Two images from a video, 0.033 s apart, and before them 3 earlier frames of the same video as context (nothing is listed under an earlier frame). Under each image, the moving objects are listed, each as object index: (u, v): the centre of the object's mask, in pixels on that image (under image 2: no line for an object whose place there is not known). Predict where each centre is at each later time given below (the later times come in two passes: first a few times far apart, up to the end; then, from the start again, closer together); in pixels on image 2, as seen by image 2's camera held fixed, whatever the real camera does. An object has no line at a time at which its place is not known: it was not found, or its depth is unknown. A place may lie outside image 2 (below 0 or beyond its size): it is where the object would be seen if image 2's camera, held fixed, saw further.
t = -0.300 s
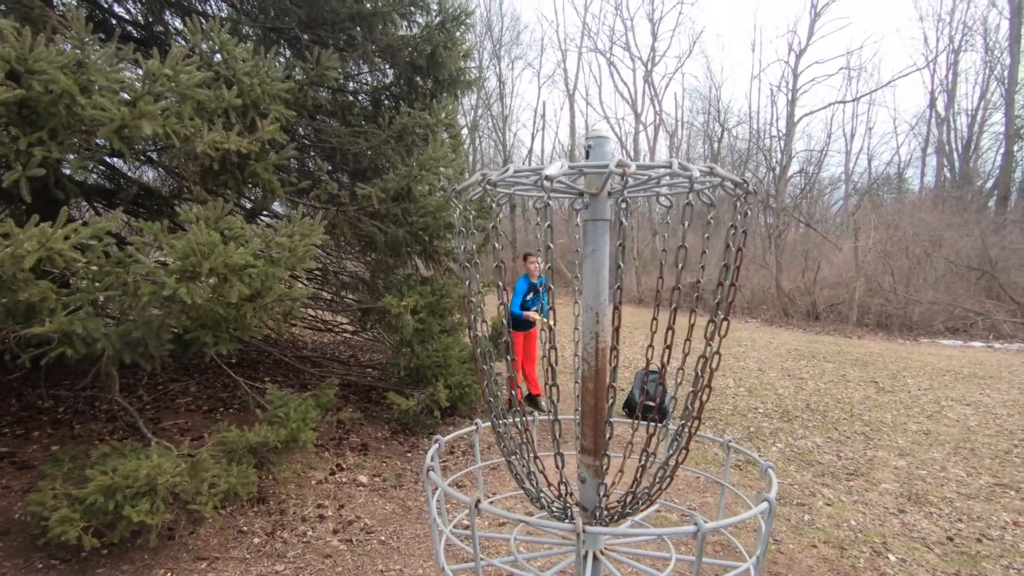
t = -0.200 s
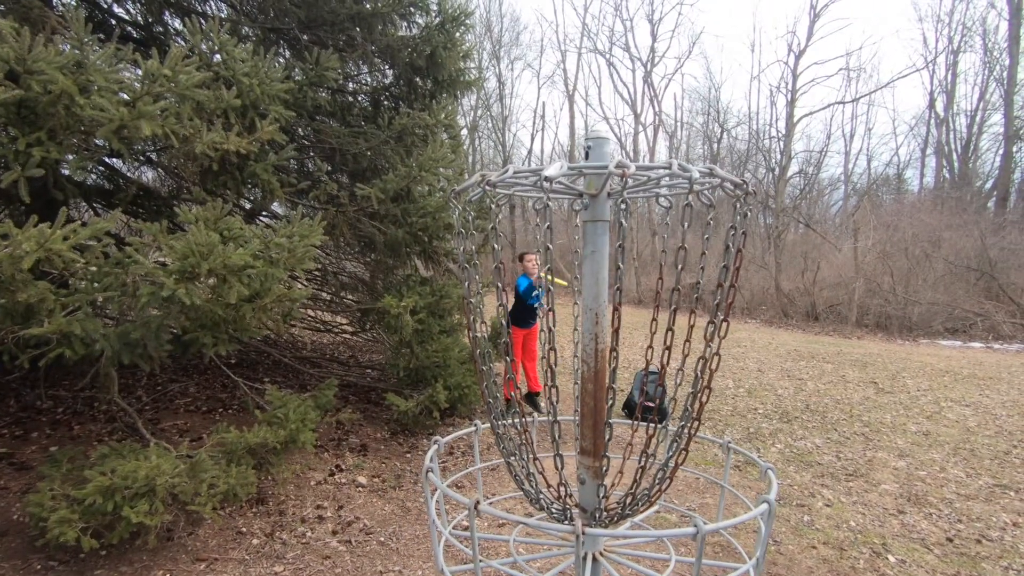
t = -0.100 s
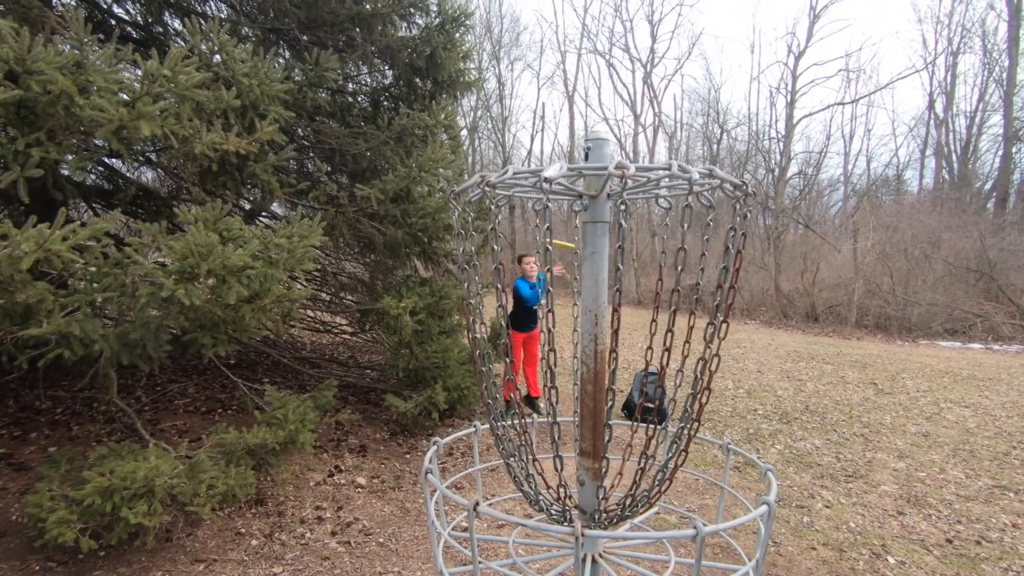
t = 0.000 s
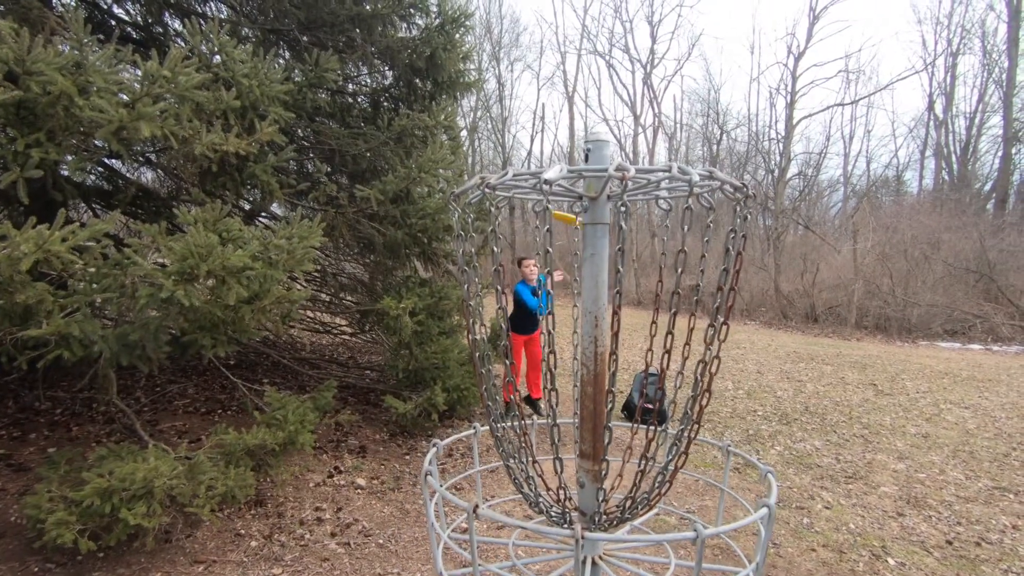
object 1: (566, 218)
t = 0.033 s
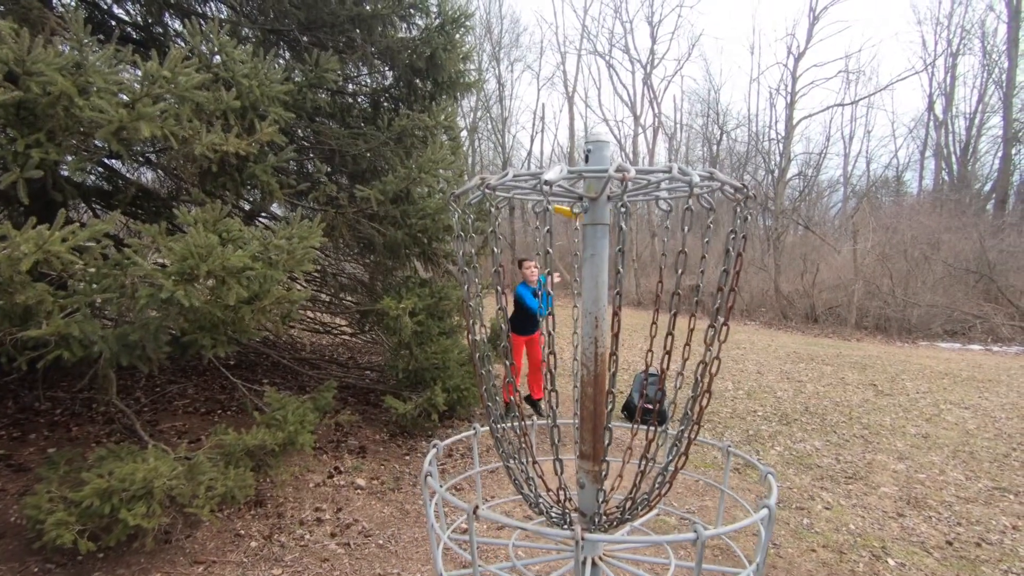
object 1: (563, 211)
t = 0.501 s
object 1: (687, 390)
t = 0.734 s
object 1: (683, 513)
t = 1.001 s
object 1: (660, 521)
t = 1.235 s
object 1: (654, 522)
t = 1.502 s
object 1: (661, 527)
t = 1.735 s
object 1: (662, 527)
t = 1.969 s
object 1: (655, 523)
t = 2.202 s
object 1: (655, 525)
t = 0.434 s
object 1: (678, 360)
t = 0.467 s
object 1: (680, 369)
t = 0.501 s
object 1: (687, 390)
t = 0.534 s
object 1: (692, 410)
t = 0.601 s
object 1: (717, 448)
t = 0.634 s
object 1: (716, 461)
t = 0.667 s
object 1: (705, 481)
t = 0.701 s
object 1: (694, 505)
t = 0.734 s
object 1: (683, 513)
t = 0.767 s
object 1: (673, 508)
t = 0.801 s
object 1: (673, 513)
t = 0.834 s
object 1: (673, 513)
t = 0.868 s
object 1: (673, 513)
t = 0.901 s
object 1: (671, 515)
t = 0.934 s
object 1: (672, 528)
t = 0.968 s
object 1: (666, 532)
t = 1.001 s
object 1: (660, 521)
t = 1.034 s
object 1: (661, 519)
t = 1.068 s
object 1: (661, 520)
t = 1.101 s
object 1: (660, 526)
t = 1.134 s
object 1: (657, 522)
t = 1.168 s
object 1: (655, 522)
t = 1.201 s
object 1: (654, 522)
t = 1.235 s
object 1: (654, 522)
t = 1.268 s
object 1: (654, 522)
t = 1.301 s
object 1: (653, 522)
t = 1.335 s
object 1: (654, 522)
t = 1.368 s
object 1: (655, 522)
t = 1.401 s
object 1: (657, 526)
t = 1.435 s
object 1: (659, 527)
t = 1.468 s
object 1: (659, 527)
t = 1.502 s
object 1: (661, 527)
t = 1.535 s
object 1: (662, 527)
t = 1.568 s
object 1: (664, 527)
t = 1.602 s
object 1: (664, 527)
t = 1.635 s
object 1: (664, 527)
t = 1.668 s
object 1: (663, 527)
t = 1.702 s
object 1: (663, 527)
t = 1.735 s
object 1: (662, 527)
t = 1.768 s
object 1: (660, 527)
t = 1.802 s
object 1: (659, 527)
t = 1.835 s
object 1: (661, 528)
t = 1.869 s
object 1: (658, 527)
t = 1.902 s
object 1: (657, 527)
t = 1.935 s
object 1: (657, 527)
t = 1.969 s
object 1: (655, 523)
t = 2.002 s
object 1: (655, 523)
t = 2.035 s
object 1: (655, 523)
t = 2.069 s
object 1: (655, 523)
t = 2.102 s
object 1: (655, 524)
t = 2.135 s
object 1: (655, 525)
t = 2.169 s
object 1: (655, 525)
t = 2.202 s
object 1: (655, 525)
